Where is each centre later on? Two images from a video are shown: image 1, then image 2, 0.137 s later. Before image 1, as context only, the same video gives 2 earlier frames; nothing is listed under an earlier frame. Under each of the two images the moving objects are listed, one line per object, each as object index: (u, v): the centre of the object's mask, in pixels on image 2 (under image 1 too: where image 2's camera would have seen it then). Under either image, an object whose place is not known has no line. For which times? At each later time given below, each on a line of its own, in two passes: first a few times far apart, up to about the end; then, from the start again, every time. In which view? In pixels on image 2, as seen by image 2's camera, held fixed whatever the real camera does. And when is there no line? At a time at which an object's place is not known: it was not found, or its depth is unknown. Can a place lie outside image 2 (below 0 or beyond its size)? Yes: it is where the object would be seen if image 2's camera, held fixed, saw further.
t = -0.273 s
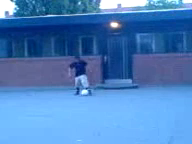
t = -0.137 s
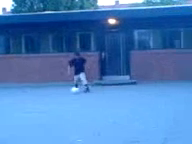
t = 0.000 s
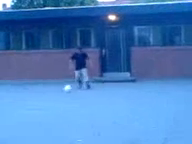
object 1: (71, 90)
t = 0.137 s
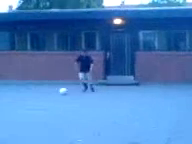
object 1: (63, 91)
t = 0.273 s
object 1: (53, 92)
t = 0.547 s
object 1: (39, 93)
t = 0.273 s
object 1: (53, 92)
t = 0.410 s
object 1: (47, 93)
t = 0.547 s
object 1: (39, 93)
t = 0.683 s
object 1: (34, 94)
